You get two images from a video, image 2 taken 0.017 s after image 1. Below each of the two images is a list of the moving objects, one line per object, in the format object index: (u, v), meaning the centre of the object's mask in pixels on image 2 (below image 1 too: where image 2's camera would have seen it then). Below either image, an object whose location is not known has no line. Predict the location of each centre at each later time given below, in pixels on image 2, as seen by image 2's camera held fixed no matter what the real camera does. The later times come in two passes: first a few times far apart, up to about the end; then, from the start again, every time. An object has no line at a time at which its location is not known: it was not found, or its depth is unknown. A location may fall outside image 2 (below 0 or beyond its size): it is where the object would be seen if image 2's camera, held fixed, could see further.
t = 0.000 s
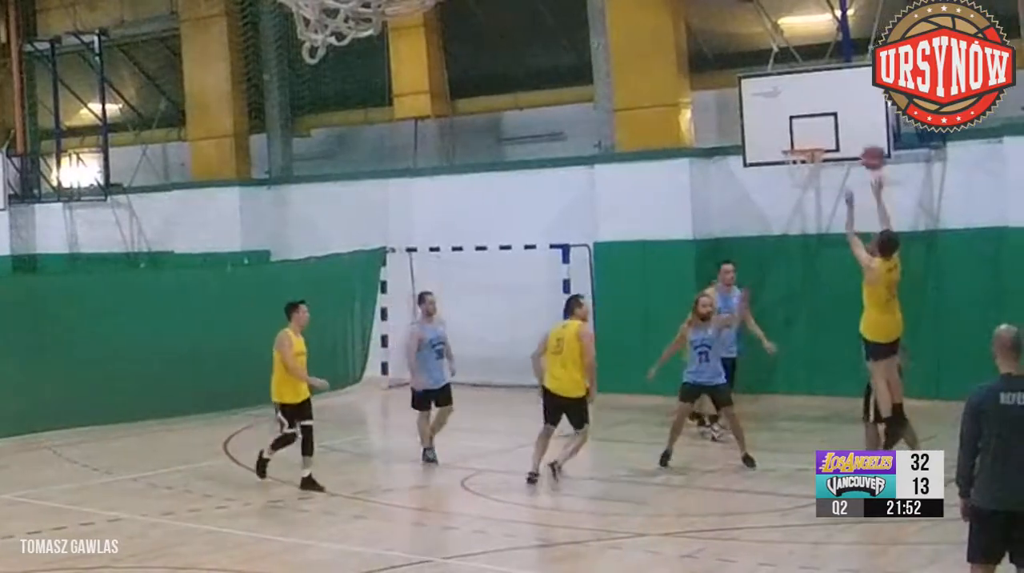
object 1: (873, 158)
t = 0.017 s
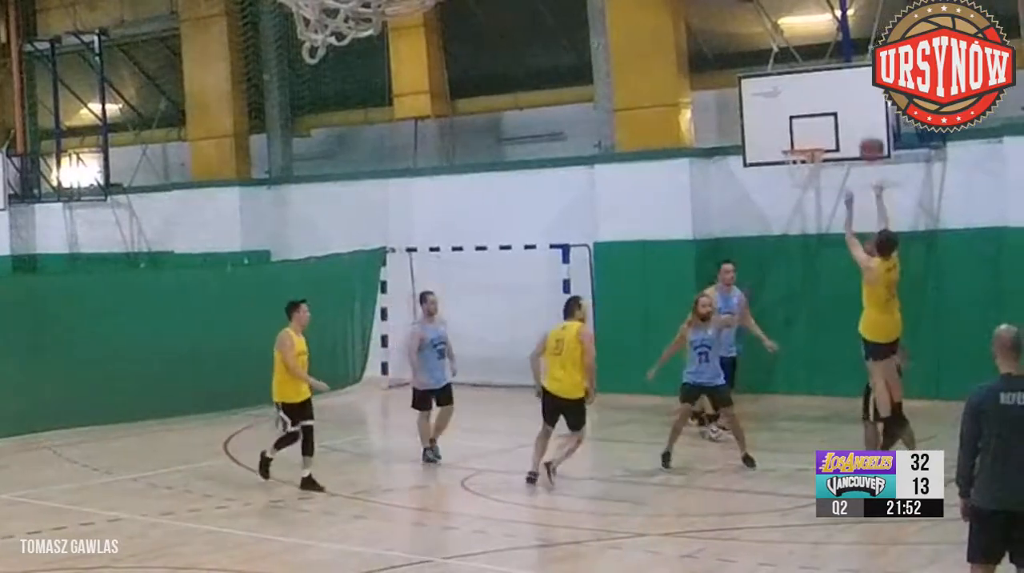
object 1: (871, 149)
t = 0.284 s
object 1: (846, 53)
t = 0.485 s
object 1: (831, 38)
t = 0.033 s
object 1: (870, 140)
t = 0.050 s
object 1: (868, 132)
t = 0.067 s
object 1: (866, 123)
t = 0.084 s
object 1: (865, 115)
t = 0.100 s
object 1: (863, 108)
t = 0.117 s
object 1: (861, 102)
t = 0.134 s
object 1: (859, 96)
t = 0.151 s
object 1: (857, 90)
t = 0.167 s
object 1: (856, 84)
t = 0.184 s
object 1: (854, 79)
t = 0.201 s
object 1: (852, 73)
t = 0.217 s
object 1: (851, 68)
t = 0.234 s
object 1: (849, 64)
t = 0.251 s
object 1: (848, 60)
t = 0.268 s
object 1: (847, 55)
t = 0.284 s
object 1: (846, 53)
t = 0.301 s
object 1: (845, 51)
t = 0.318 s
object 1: (845, 50)
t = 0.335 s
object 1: (842, 47)
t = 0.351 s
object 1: (841, 46)
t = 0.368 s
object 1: (841, 45)
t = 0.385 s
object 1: (838, 41)
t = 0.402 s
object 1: (836, 39)
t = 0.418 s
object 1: (836, 39)
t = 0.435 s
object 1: (834, 38)
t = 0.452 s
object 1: (832, 38)
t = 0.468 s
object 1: (832, 38)
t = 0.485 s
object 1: (831, 38)
